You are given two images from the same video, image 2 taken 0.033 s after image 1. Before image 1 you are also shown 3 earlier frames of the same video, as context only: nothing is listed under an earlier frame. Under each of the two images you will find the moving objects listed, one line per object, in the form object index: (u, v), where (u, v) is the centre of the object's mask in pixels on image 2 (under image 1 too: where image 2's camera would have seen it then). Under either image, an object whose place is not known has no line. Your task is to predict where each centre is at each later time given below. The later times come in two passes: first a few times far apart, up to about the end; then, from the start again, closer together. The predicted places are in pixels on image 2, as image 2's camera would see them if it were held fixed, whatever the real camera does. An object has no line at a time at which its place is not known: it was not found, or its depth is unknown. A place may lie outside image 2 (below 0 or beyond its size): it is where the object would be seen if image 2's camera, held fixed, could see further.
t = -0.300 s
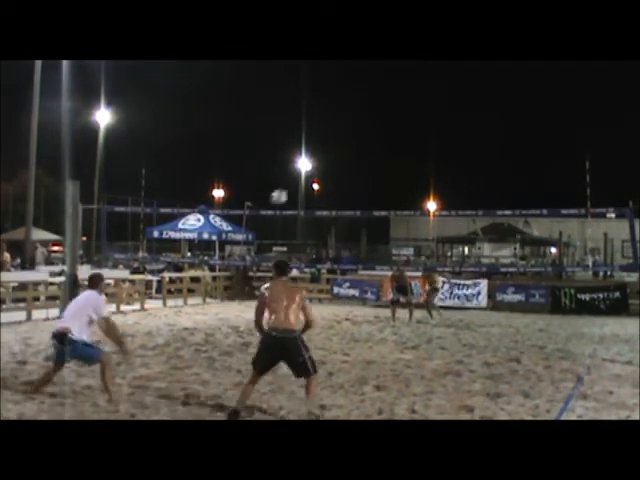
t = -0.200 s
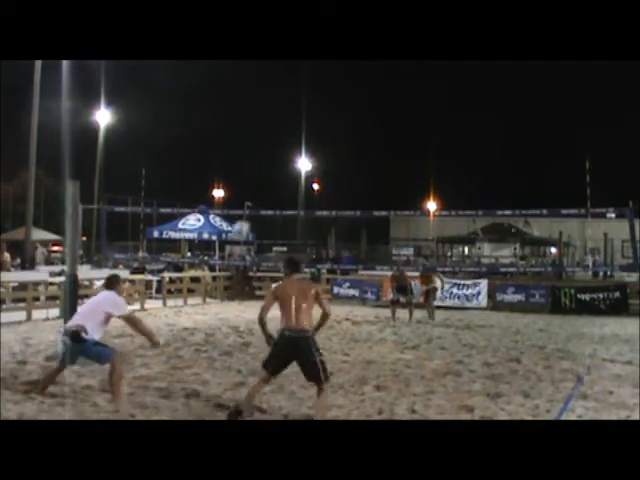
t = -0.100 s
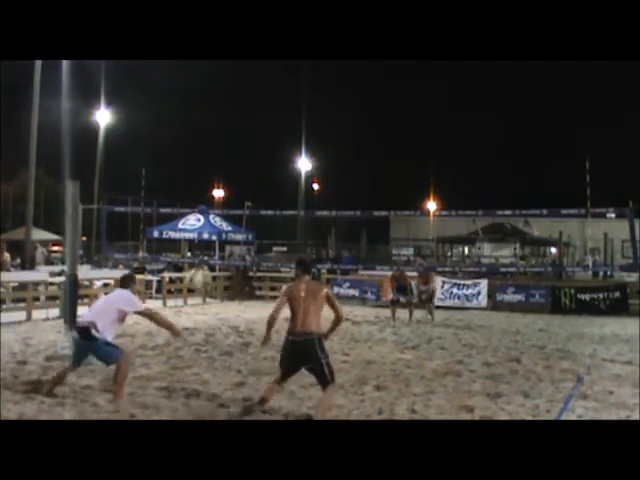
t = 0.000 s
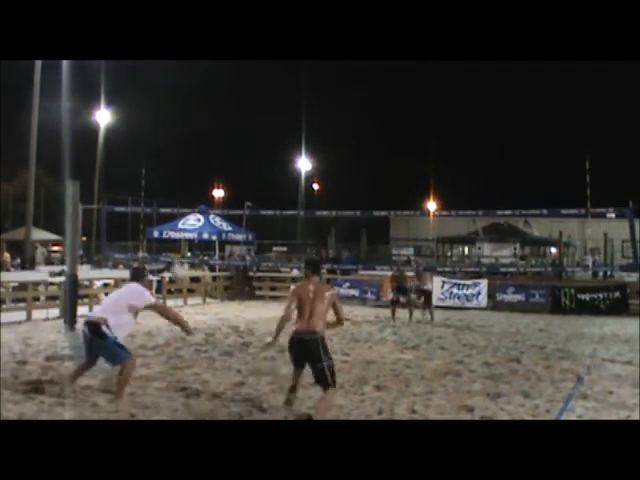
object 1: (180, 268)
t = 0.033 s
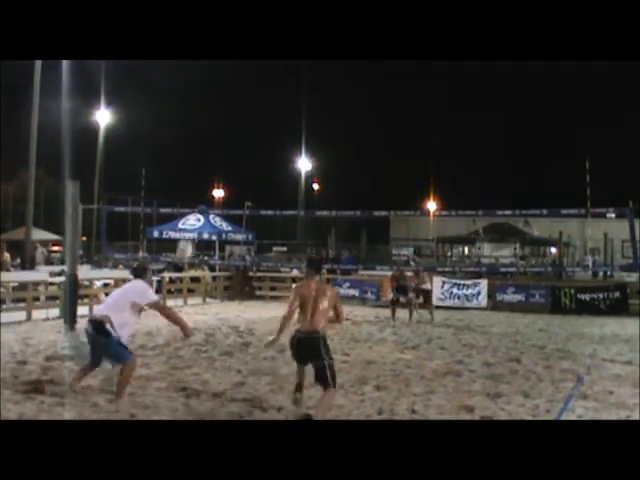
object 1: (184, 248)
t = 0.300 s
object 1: (220, 122)
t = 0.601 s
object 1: (250, 65)
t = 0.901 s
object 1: (273, 74)
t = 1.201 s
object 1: (291, 142)
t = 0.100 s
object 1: (196, 209)
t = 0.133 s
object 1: (199, 192)
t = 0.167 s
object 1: (204, 175)
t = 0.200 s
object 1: (209, 160)
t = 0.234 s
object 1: (213, 145)
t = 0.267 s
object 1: (216, 134)
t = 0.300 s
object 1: (220, 122)
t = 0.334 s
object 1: (224, 111)
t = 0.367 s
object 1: (227, 102)
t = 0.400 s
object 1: (231, 93)
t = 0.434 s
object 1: (235, 86)
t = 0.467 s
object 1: (238, 80)
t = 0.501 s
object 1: (241, 74)
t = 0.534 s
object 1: (244, 70)
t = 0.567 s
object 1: (247, 67)
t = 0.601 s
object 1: (250, 65)
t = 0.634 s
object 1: (252, 64)
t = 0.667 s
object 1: (256, 64)
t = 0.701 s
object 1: (258, 64)
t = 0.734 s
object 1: (261, 64)
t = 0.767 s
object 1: (263, 64)
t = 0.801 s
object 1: (266, 65)
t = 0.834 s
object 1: (268, 67)
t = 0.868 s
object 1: (270, 70)
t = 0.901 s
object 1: (273, 74)
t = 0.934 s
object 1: (275, 79)
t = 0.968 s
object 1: (277, 84)
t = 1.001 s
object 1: (279, 91)
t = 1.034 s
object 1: (282, 98)
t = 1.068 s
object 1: (284, 106)
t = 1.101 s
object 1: (285, 114)
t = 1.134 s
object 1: (287, 123)
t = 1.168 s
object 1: (289, 132)
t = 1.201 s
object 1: (291, 142)
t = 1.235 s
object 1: (293, 152)
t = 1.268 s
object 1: (293, 164)
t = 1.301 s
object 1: (295, 176)
